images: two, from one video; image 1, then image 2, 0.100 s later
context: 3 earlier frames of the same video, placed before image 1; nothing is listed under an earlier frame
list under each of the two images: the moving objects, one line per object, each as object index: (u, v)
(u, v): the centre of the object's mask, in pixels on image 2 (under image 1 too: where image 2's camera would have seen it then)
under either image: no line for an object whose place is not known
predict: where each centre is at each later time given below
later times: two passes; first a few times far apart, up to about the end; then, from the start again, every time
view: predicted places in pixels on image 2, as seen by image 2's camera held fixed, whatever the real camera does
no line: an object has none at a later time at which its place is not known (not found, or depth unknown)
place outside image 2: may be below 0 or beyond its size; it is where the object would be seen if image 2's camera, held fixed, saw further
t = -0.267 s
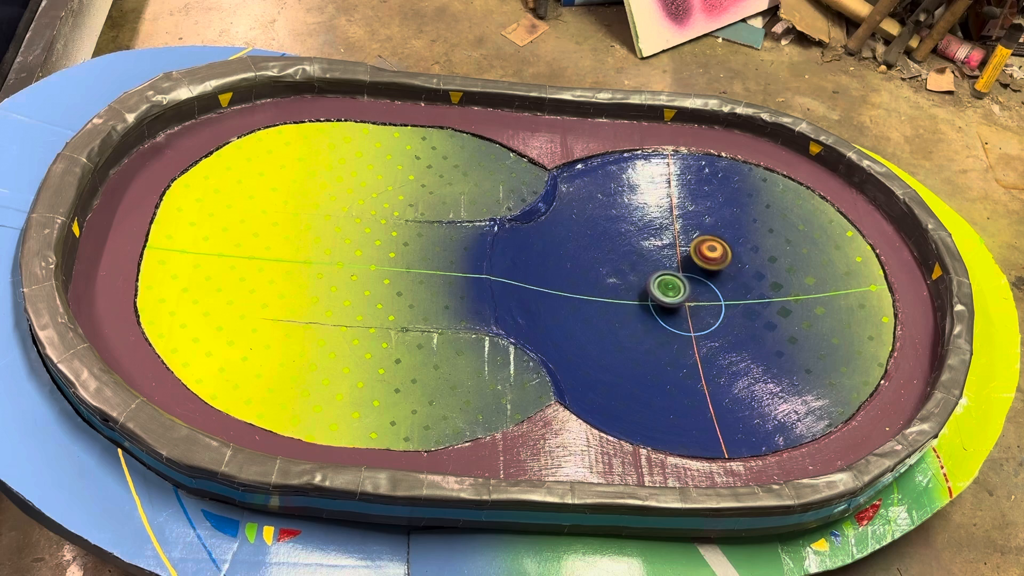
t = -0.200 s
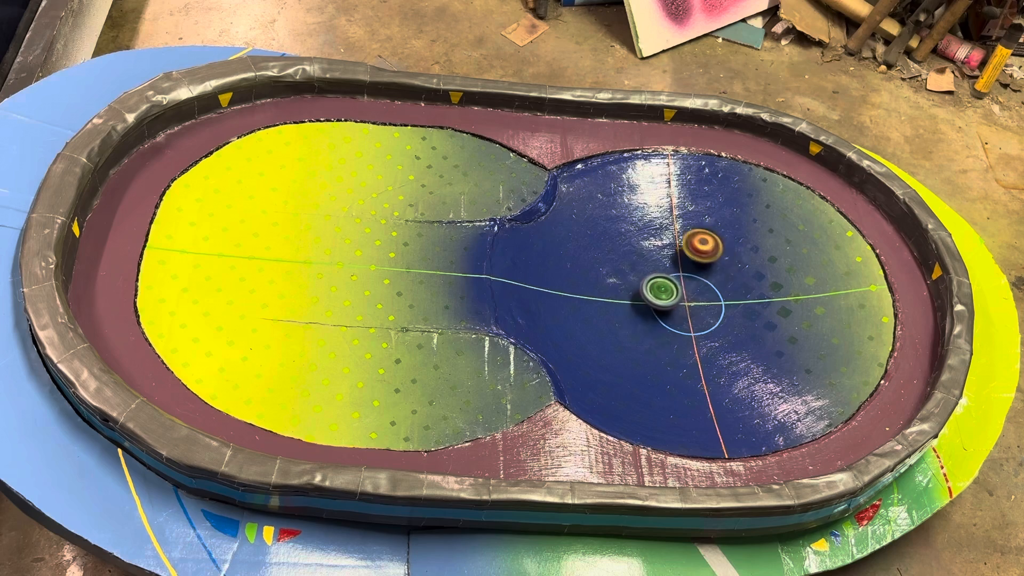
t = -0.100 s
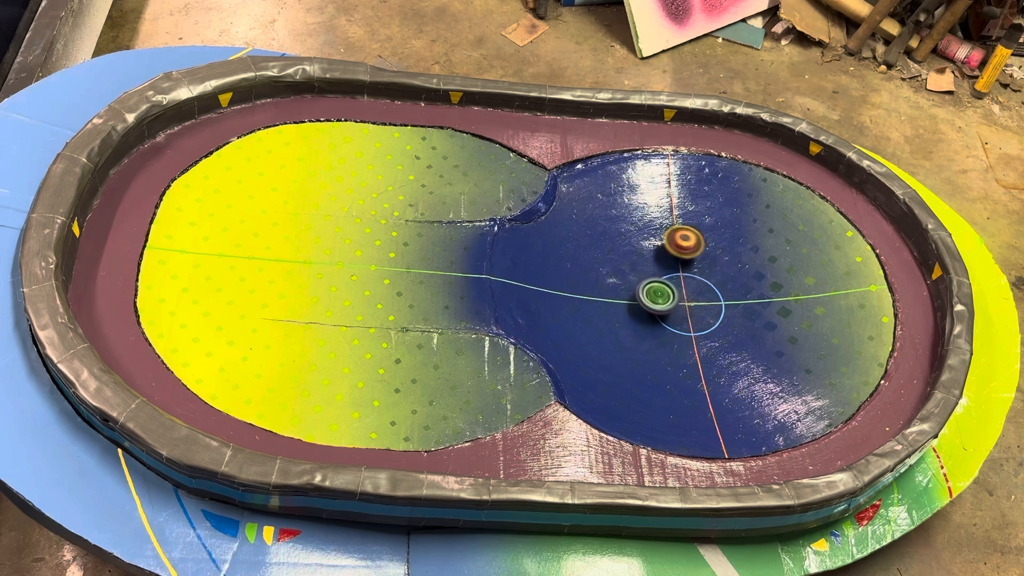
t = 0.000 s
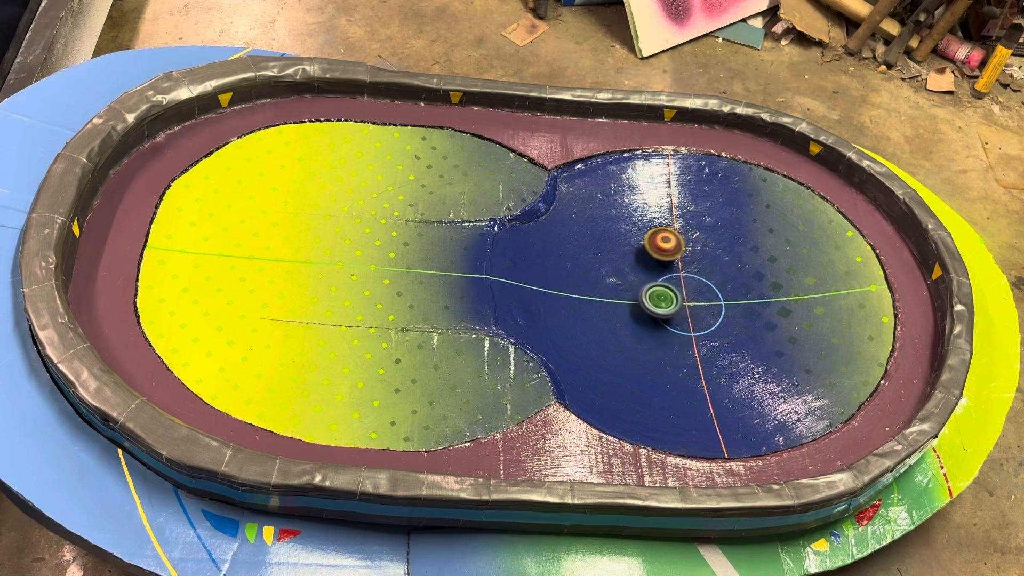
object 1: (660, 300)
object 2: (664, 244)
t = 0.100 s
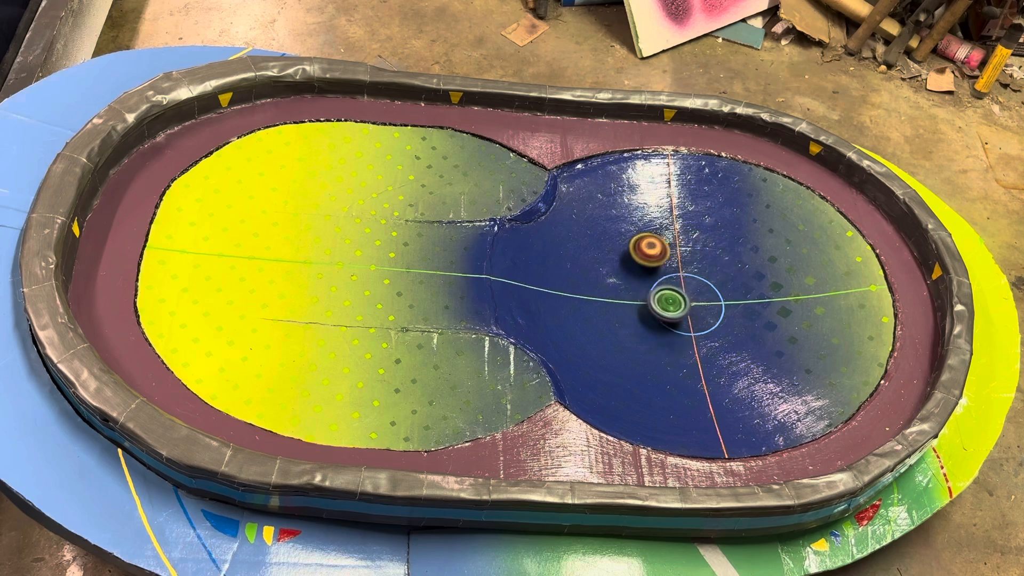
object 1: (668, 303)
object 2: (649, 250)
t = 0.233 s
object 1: (682, 307)
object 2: (640, 264)
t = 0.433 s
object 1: (700, 305)
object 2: (641, 291)
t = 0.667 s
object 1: (703, 293)
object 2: (666, 312)
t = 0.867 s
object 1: (694, 281)
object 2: (693, 325)
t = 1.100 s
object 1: (682, 282)
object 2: (720, 318)
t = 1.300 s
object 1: (677, 287)
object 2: (727, 304)
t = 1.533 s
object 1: (666, 290)
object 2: (720, 285)
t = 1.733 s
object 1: (669, 298)
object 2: (704, 277)
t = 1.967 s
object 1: (658, 318)
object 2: (703, 267)
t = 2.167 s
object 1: (667, 329)
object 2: (692, 273)
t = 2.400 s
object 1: (687, 329)
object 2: (693, 292)
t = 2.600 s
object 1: (691, 347)
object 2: (701, 268)
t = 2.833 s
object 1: (700, 334)
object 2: (690, 258)
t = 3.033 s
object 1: (696, 316)
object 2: (679, 266)
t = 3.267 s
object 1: (683, 311)
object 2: (671, 273)
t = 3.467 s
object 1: (676, 344)
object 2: (676, 246)
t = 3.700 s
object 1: (686, 360)
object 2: (664, 225)
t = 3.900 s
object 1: (694, 353)
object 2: (654, 227)
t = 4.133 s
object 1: (691, 330)
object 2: (654, 248)
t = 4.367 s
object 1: (681, 316)
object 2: (678, 272)
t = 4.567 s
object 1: (675, 321)
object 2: (697, 267)
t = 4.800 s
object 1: (670, 316)
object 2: (713, 265)
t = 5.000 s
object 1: (671, 309)
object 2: (721, 268)
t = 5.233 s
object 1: (677, 305)
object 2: (713, 276)
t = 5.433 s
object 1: (676, 306)
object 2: (718, 279)
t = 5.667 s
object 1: (670, 305)
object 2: (730, 280)
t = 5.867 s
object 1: (661, 308)
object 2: (741, 273)
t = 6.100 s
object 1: (664, 308)
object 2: (730, 274)
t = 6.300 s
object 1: (669, 304)
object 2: (713, 286)
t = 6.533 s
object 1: (641, 302)
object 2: (738, 289)
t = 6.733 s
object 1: (646, 301)
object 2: (742, 290)
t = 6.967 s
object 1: (653, 289)
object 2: (729, 296)
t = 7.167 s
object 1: (657, 281)
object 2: (708, 303)
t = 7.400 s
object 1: (661, 274)
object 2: (687, 318)
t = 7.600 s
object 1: (667, 273)
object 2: (673, 331)
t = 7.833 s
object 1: (678, 275)
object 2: (671, 337)
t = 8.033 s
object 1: (688, 277)
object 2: (673, 333)
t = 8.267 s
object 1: (699, 282)
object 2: (673, 318)
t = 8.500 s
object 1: (706, 283)
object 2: (666, 304)
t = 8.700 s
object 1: (710, 288)
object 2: (664, 293)
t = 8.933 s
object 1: (714, 294)
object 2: (653, 279)
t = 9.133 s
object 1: (711, 302)
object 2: (646, 273)
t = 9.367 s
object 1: (706, 314)
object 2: (647, 274)
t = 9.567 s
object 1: (700, 321)
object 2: (659, 279)
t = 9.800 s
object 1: (692, 323)
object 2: (681, 285)
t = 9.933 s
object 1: (687, 325)
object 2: (691, 288)
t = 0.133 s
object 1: (672, 304)
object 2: (646, 253)
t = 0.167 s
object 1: (676, 305)
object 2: (643, 256)
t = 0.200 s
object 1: (679, 306)
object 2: (641, 260)
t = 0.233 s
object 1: (682, 307)
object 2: (640, 264)
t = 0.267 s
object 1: (686, 307)
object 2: (639, 269)
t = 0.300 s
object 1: (689, 307)
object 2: (638, 274)
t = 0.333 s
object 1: (692, 307)
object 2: (638, 278)
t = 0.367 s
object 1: (695, 306)
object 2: (638, 283)
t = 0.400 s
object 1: (698, 306)
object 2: (639, 287)
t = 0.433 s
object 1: (700, 305)
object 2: (641, 291)
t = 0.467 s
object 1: (702, 304)
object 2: (644, 296)
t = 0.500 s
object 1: (703, 303)
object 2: (647, 299)
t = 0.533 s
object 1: (703, 302)
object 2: (651, 302)
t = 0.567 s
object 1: (704, 300)
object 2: (654, 305)
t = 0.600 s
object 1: (704, 298)
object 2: (658, 307)
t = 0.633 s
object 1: (704, 296)
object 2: (662, 309)
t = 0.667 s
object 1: (703, 293)
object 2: (666, 312)
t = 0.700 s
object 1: (702, 291)
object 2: (670, 315)
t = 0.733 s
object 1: (701, 289)
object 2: (675, 317)
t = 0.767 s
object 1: (700, 287)
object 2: (679, 320)
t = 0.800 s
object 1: (698, 285)
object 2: (683, 322)
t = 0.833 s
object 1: (696, 283)
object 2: (688, 324)
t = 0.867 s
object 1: (694, 281)
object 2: (693, 325)
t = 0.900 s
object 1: (693, 280)
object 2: (698, 326)
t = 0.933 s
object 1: (691, 279)
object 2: (703, 326)
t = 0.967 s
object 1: (689, 279)
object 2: (707, 325)
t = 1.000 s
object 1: (688, 280)
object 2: (711, 324)
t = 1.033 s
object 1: (686, 281)
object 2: (714, 322)
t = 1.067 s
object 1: (684, 281)
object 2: (717, 320)
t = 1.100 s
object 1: (682, 282)
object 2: (720, 318)
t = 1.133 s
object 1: (681, 283)
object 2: (723, 316)
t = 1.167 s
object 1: (680, 283)
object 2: (726, 314)
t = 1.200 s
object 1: (679, 284)
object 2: (727, 312)
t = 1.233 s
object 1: (678, 285)
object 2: (728, 310)
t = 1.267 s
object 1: (678, 286)
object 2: (728, 307)
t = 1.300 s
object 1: (677, 287)
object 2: (727, 304)
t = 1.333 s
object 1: (676, 288)
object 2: (726, 301)
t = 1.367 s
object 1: (676, 289)
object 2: (724, 298)
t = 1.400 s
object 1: (676, 289)
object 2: (722, 295)
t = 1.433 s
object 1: (672, 289)
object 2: (723, 293)
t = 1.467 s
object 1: (669, 290)
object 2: (723, 290)
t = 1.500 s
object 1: (667, 290)
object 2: (722, 288)
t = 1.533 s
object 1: (666, 290)
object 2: (720, 285)
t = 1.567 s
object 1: (666, 291)
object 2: (718, 283)
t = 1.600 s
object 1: (666, 292)
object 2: (715, 281)
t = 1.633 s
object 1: (666, 293)
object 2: (713, 279)
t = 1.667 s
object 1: (667, 295)
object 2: (710, 278)
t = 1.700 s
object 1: (668, 296)
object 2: (707, 277)
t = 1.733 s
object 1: (669, 298)
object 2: (704, 277)
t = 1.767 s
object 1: (668, 300)
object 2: (702, 275)
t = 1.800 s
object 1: (664, 304)
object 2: (704, 273)
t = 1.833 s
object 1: (661, 307)
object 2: (705, 270)
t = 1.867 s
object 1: (659, 310)
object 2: (705, 269)
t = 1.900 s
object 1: (658, 313)
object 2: (704, 268)
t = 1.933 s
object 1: (658, 315)
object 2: (704, 267)
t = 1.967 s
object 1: (658, 318)
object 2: (703, 267)
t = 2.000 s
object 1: (658, 320)
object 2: (702, 268)
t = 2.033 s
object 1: (659, 322)
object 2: (700, 269)
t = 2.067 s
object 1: (660, 324)
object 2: (698, 270)
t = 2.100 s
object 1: (662, 326)
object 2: (696, 271)
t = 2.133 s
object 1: (664, 327)
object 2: (694, 272)
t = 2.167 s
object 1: (667, 329)
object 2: (692, 273)
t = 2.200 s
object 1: (670, 330)
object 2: (691, 275)
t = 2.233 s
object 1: (673, 331)
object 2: (690, 277)
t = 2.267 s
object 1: (676, 331)
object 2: (690, 279)
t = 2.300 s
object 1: (680, 331)
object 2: (689, 282)
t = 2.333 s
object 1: (683, 330)
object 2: (690, 286)
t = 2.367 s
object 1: (685, 329)
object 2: (691, 290)
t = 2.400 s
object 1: (687, 329)
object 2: (693, 292)
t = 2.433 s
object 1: (687, 335)
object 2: (696, 287)
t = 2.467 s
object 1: (688, 340)
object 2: (699, 282)
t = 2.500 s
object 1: (688, 343)
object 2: (701, 278)
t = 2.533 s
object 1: (689, 345)
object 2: (702, 274)
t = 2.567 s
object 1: (690, 347)
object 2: (702, 271)
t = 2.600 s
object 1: (691, 347)
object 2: (701, 268)
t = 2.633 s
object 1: (692, 347)
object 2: (700, 265)
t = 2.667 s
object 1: (694, 346)
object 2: (699, 263)
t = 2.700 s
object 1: (696, 344)
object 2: (697, 261)
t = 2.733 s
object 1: (697, 342)
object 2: (695, 260)
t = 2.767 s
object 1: (699, 340)
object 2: (694, 258)
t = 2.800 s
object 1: (699, 337)
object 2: (692, 258)
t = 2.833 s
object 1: (700, 334)
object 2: (690, 258)
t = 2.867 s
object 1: (700, 331)
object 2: (688, 259)
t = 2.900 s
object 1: (700, 328)
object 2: (686, 259)
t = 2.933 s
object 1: (700, 325)
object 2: (684, 261)
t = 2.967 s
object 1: (699, 322)
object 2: (682, 262)
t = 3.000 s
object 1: (697, 319)
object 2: (681, 264)
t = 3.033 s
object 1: (696, 316)
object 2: (679, 266)
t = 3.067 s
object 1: (694, 314)
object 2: (678, 268)
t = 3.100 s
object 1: (691, 311)
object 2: (677, 270)
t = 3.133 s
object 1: (689, 309)
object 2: (676, 272)
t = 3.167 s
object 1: (687, 310)
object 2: (675, 271)
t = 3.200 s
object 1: (686, 310)
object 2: (674, 271)
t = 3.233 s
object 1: (685, 311)
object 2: (672, 272)
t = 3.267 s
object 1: (683, 311)
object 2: (671, 273)
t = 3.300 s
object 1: (682, 311)
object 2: (671, 273)
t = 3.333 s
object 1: (681, 312)
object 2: (671, 275)
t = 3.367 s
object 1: (679, 322)
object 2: (673, 267)
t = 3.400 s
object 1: (677, 331)
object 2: (674, 259)
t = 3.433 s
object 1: (677, 338)
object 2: (676, 252)
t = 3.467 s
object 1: (676, 344)
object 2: (676, 246)
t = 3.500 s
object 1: (677, 350)
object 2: (676, 241)
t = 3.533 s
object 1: (677, 353)
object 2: (675, 237)
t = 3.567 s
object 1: (679, 356)
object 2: (674, 233)
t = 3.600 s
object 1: (680, 358)
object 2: (672, 230)
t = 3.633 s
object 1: (682, 359)
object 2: (670, 228)
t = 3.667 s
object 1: (684, 360)
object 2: (667, 226)
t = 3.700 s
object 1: (686, 360)
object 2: (664, 225)
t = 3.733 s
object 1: (688, 360)
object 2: (662, 225)
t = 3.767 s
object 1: (689, 359)
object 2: (659, 225)
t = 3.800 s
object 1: (691, 358)
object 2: (657, 225)
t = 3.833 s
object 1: (692, 357)
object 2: (656, 225)
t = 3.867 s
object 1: (693, 355)
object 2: (655, 226)
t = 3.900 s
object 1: (694, 353)
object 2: (654, 227)
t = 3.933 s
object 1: (693, 351)
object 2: (653, 227)
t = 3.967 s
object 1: (694, 348)
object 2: (653, 229)
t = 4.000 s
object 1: (694, 345)
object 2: (652, 231)
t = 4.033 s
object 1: (693, 341)
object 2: (652, 235)
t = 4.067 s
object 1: (693, 338)
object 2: (652, 239)
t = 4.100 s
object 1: (692, 334)
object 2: (653, 243)
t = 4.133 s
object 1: (691, 330)
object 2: (654, 248)
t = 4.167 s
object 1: (690, 326)
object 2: (657, 253)
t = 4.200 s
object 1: (689, 323)
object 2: (660, 258)
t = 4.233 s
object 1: (687, 320)
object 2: (663, 263)
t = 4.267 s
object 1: (686, 316)
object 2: (667, 267)
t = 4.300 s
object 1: (684, 314)
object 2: (671, 272)
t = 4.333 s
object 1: (682, 313)
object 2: (675, 275)
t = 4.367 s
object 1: (681, 316)
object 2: (678, 272)
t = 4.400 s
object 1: (680, 319)
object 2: (682, 271)
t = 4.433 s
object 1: (679, 321)
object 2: (685, 270)
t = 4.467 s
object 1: (678, 322)
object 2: (688, 269)
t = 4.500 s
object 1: (677, 323)
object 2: (691, 268)
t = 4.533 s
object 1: (676, 322)
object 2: (694, 268)
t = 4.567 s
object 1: (675, 321)
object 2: (697, 267)
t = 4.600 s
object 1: (674, 320)
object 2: (699, 267)
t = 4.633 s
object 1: (674, 320)
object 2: (702, 266)
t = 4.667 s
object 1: (673, 319)
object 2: (704, 266)
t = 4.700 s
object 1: (672, 318)
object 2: (707, 265)
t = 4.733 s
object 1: (671, 318)
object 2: (709, 265)
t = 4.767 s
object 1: (671, 317)
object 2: (711, 265)
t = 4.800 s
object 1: (670, 316)
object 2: (713, 265)
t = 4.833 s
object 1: (670, 315)
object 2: (715, 266)
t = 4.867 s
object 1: (670, 314)
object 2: (717, 266)
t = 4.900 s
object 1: (670, 313)
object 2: (718, 266)
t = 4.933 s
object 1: (670, 311)
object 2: (719, 267)
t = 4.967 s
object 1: (670, 310)
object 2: (720, 268)
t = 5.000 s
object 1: (671, 309)
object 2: (721, 268)
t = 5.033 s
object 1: (672, 309)
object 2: (721, 268)
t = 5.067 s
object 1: (672, 308)
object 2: (720, 268)
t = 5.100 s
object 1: (672, 308)
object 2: (718, 268)
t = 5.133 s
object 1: (673, 307)
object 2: (717, 269)
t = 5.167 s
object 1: (674, 306)
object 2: (716, 271)
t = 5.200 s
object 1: (675, 305)
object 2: (715, 274)
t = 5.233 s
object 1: (677, 305)
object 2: (713, 276)
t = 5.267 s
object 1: (679, 304)
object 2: (712, 278)
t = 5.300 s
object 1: (679, 304)
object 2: (712, 278)
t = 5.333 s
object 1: (677, 304)
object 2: (714, 278)
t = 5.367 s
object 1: (676, 305)
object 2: (716, 278)
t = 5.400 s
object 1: (675, 306)
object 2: (717, 278)
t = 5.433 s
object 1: (676, 306)
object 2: (718, 279)
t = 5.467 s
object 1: (677, 306)
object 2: (719, 280)
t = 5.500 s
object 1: (679, 306)
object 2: (720, 281)
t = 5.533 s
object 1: (680, 305)
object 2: (719, 282)
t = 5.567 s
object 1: (682, 304)
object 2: (719, 283)
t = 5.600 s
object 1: (680, 303)
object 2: (720, 283)
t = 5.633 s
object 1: (675, 304)
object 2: (726, 282)
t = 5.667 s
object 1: (670, 305)
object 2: (730, 280)
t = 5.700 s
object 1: (667, 306)
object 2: (733, 280)
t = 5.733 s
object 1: (665, 306)
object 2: (736, 279)
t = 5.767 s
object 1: (663, 307)
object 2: (738, 278)
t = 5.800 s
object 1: (662, 307)
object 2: (739, 277)
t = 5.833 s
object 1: (661, 308)
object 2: (740, 275)
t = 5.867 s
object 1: (661, 308)
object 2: (741, 273)
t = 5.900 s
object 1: (661, 308)
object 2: (741, 273)
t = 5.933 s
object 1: (661, 309)
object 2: (741, 272)
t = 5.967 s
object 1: (661, 308)
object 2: (739, 271)
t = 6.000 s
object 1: (661, 308)
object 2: (738, 272)
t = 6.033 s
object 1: (662, 308)
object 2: (735, 272)
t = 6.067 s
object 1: (663, 308)
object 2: (732, 273)
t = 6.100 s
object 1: (664, 308)
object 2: (730, 274)
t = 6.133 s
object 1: (665, 307)
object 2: (727, 275)
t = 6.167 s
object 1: (665, 307)
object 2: (724, 277)
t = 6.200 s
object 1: (666, 306)
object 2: (722, 279)
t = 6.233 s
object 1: (667, 306)
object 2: (719, 281)
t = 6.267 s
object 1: (668, 305)
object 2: (716, 284)
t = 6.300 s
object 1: (669, 304)
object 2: (713, 286)
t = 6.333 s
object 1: (670, 304)
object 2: (710, 289)
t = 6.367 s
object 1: (664, 303)
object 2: (716, 289)
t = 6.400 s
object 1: (656, 303)
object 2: (723, 289)
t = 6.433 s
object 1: (650, 303)
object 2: (728, 289)
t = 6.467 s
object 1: (646, 303)
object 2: (732, 289)
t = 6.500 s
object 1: (643, 302)
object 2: (735, 289)
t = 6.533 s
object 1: (641, 302)
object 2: (738, 289)
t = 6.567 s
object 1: (641, 301)
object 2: (739, 290)
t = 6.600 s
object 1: (642, 302)
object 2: (741, 290)
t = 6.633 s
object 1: (642, 302)
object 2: (742, 290)
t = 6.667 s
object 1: (644, 302)
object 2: (742, 290)
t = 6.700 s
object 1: (644, 301)
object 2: (742, 290)
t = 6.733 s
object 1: (646, 301)
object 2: (742, 290)
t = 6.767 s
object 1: (647, 300)
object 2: (741, 290)
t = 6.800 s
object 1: (648, 299)
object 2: (739, 291)
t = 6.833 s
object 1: (649, 297)
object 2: (738, 291)
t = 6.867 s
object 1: (650, 295)
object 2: (736, 293)
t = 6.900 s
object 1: (651, 293)
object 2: (734, 293)
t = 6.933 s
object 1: (652, 291)
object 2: (731, 294)
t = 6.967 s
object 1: (653, 289)
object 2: (729, 296)
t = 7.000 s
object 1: (653, 287)
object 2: (725, 297)
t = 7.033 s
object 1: (654, 286)
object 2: (722, 298)
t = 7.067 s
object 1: (655, 285)
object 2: (718, 299)
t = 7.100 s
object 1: (656, 284)
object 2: (715, 301)
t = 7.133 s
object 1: (656, 283)
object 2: (711, 302)
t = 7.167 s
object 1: (657, 281)
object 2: (708, 303)
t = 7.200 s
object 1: (658, 279)
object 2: (705, 305)
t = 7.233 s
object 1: (658, 278)
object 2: (701, 307)
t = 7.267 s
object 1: (658, 277)
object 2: (698, 310)
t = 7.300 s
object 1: (659, 275)
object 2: (695, 312)
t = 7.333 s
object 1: (659, 275)
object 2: (692, 314)
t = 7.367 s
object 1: (660, 274)
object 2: (690, 316)
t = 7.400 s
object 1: (661, 274)
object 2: (687, 318)
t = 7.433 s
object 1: (661, 273)
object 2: (684, 320)
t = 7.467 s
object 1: (662, 273)
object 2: (682, 323)
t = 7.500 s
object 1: (663, 273)
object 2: (679, 325)
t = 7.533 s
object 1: (664, 273)
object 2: (677, 327)
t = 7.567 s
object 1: (666, 273)
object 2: (675, 329)
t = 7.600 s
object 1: (667, 273)
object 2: (673, 331)
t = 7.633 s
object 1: (668, 274)
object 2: (672, 332)
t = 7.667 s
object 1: (670, 274)
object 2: (672, 333)
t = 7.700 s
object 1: (671, 274)
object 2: (671, 335)
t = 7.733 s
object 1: (673, 274)
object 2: (671, 336)
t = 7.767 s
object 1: (675, 274)
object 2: (671, 337)
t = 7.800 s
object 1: (676, 275)
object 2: (671, 337)
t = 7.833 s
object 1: (678, 275)
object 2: (671, 337)
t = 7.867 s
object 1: (679, 276)
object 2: (671, 337)
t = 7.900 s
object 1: (681, 276)
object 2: (672, 336)
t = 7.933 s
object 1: (683, 276)
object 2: (672, 336)
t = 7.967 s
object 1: (684, 276)
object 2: (672, 335)
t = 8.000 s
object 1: (686, 277)
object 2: (673, 334)
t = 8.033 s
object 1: (688, 277)
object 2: (673, 333)
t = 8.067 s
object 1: (690, 277)
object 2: (673, 332)
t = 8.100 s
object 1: (692, 278)
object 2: (673, 330)
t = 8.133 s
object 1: (694, 279)
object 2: (674, 327)
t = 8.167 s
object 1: (695, 281)
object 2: (674, 325)
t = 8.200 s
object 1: (697, 282)
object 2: (674, 323)
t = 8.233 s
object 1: (698, 282)
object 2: (674, 320)
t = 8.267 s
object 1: (699, 282)
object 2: (673, 318)
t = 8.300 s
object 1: (699, 283)
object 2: (672, 316)
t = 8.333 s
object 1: (700, 284)
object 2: (672, 313)
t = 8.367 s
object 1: (701, 284)
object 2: (672, 311)
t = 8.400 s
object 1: (702, 284)
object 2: (672, 308)
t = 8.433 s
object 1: (703, 284)
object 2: (670, 307)
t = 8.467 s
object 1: (705, 283)
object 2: (668, 305)
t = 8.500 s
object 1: (706, 283)
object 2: (666, 304)
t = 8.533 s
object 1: (707, 283)
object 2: (665, 302)
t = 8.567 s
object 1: (708, 284)
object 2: (665, 300)
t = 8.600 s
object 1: (708, 285)
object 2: (665, 298)
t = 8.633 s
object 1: (708, 285)
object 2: (665, 297)
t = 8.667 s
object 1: (709, 287)
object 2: (665, 295)
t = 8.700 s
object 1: (710, 288)
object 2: (664, 293)
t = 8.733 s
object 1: (712, 290)
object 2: (662, 291)
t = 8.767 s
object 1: (712, 291)
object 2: (661, 289)
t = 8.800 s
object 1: (712, 291)
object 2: (659, 287)
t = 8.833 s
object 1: (713, 292)
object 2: (658, 285)
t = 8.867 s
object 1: (713, 293)
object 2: (657, 283)
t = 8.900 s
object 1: (714, 294)
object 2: (655, 280)
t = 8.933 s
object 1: (714, 294)
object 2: (653, 279)
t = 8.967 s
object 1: (714, 295)
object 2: (652, 277)
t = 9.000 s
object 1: (714, 296)
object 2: (650, 276)
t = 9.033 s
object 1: (714, 298)
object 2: (649, 275)
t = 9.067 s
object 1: (713, 299)
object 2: (648, 274)
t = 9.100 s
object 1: (712, 301)
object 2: (646, 274)
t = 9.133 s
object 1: (711, 302)
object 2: (646, 273)
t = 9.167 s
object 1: (710, 304)
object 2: (645, 272)
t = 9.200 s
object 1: (709, 305)
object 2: (645, 272)
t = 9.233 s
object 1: (708, 307)
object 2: (645, 272)
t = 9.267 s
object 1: (707, 308)
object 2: (645, 272)
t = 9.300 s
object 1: (707, 310)
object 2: (645, 273)
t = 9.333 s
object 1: (706, 312)
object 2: (646, 273)
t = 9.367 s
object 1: (706, 314)
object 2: (647, 274)
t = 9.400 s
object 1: (705, 316)
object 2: (648, 273)
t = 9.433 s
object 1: (705, 318)
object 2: (650, 274)
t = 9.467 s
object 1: (704, 319)
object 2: (652, 275)
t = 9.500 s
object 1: (703, 320)
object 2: (654, 276)
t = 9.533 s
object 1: (702, 321)
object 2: (656, 278)
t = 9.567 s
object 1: (700, 321)
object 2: (659, 279)
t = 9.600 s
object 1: (699, 322)
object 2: (661, 280)
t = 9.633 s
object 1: (698, 322)
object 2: (665, 281)
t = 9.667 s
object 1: (697, 323)
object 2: (668, 282)
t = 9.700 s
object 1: (695, 323)
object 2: (671, 283)
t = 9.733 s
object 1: (694, 323)
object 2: (674, 284)
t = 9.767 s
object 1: (693, 323)
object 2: (678, 284)
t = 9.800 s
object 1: (692, 323)
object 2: (681, 285)
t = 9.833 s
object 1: (691, 324)
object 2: (683, 285)
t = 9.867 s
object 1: (689, 324)
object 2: (685, 286)
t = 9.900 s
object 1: (688, 324)
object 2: (688, 287)
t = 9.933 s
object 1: (687, 325)
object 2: (691, 288)
